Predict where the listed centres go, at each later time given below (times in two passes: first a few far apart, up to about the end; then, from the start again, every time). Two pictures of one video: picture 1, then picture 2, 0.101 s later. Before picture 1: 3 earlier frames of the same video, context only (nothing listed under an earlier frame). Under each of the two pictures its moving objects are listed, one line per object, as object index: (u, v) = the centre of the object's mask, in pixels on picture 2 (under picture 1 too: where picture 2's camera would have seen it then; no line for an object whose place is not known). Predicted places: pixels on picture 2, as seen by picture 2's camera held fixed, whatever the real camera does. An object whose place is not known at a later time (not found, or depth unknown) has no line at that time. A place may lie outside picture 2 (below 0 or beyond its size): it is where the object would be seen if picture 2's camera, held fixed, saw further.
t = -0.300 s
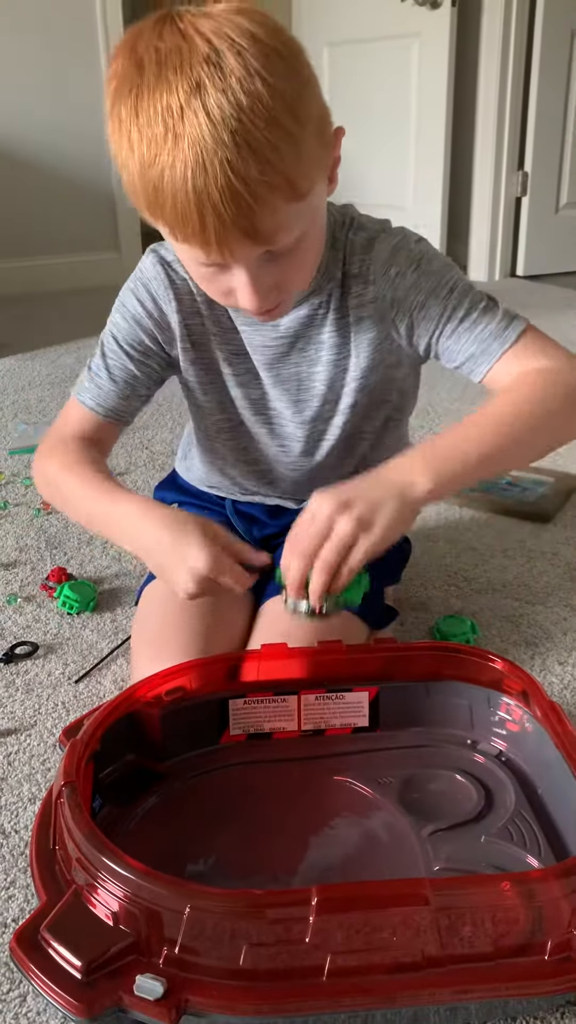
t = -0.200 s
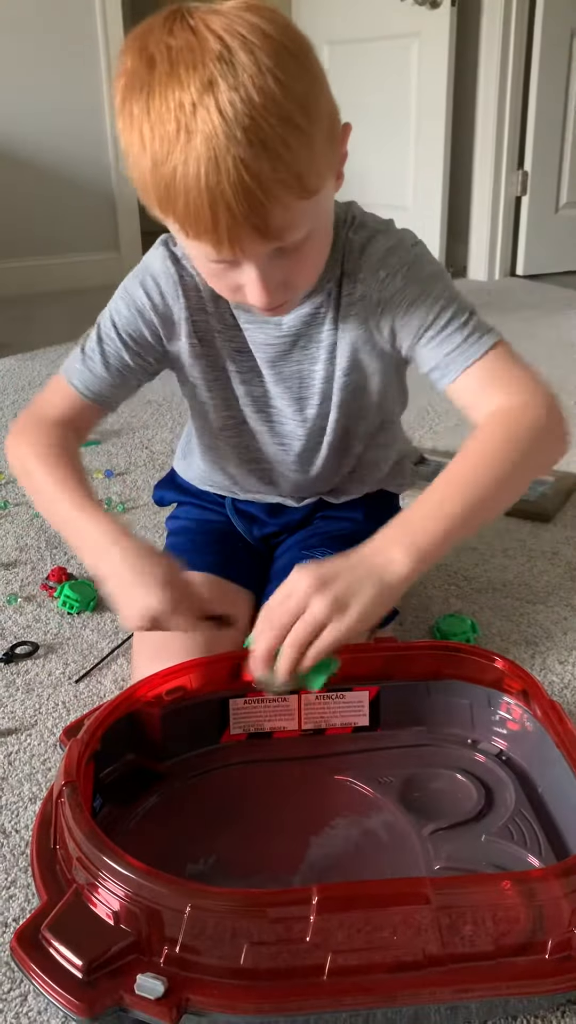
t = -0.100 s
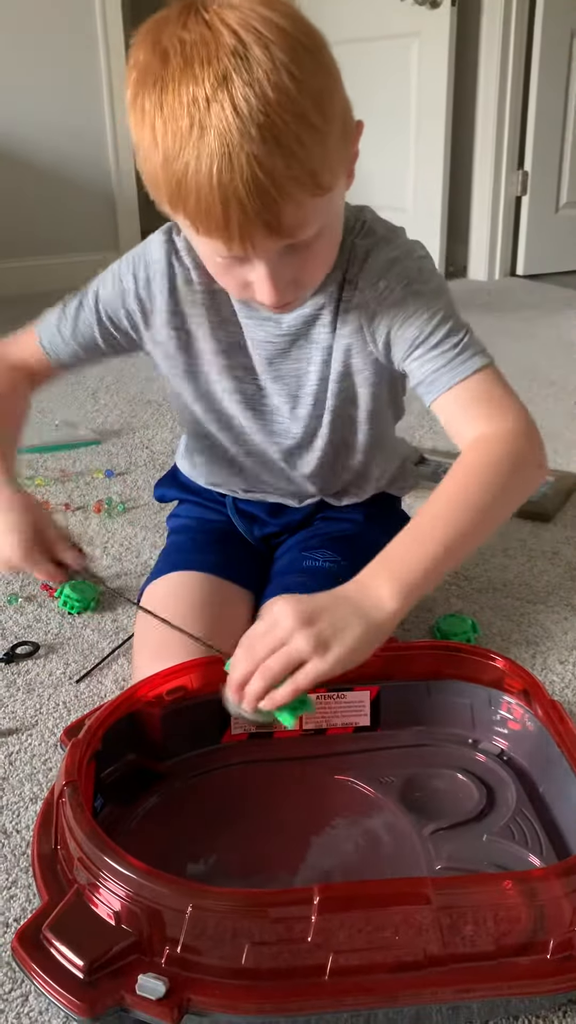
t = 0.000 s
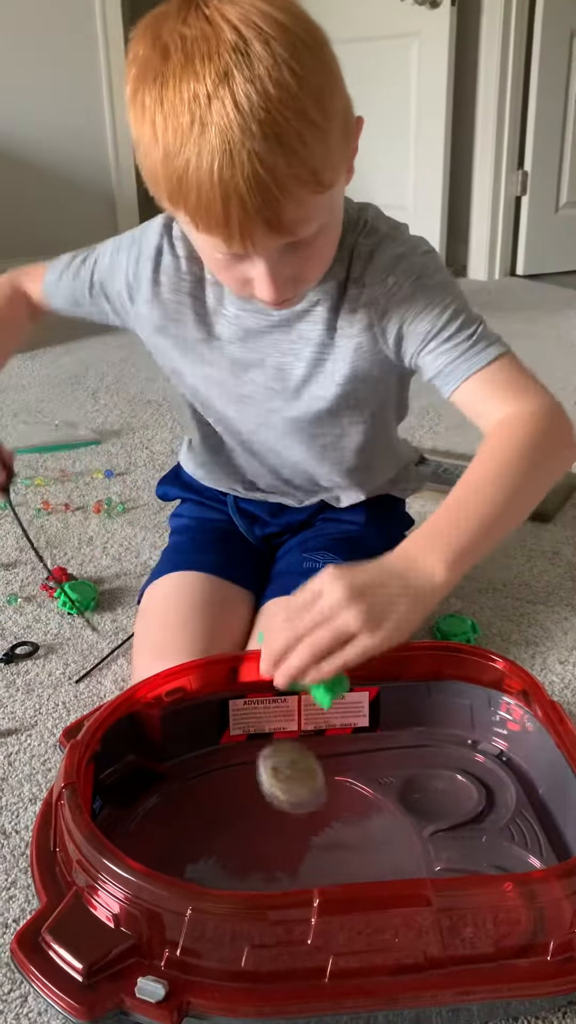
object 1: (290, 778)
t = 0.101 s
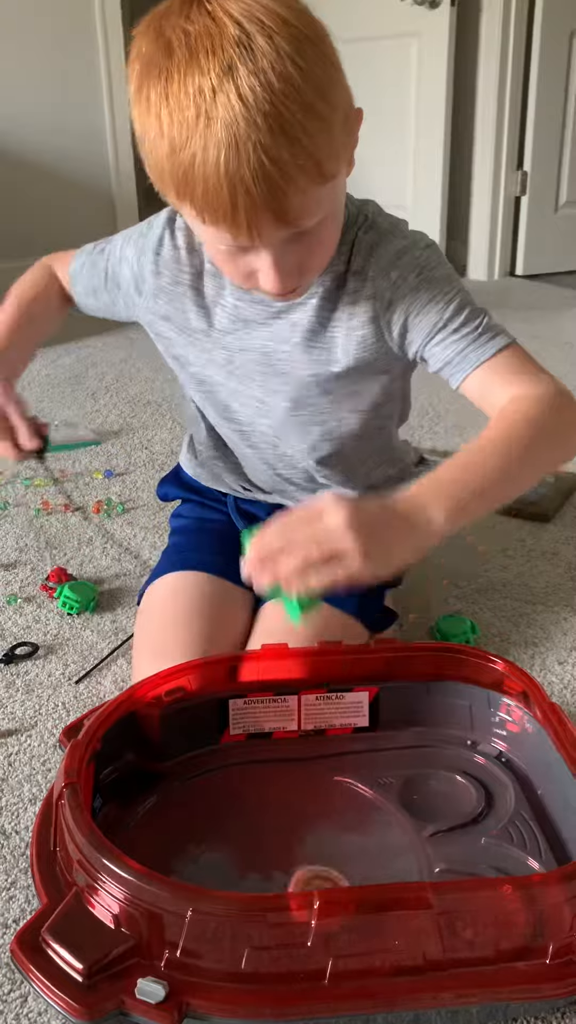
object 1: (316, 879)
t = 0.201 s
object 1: (330, 884)
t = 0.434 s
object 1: (335, 871)
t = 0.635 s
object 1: (316, 825)
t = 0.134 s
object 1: (321, 880)
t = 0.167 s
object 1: (327, 884)
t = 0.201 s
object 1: (330, 884)
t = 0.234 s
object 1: (335, 884)
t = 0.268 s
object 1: (336, 883)
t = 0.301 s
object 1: (339, 881)
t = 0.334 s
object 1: (339, 879)
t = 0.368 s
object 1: (339, 877)
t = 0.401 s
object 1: (337, 874)
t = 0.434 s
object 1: (335, 871)
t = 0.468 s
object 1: (332, 866)
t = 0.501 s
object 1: (329, 861)
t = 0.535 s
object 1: (326, 853)
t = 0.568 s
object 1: (322, 843)
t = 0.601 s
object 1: (319, 833)
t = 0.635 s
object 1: (316, 825)
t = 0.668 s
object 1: (314, 818)
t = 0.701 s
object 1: (311, 814)
